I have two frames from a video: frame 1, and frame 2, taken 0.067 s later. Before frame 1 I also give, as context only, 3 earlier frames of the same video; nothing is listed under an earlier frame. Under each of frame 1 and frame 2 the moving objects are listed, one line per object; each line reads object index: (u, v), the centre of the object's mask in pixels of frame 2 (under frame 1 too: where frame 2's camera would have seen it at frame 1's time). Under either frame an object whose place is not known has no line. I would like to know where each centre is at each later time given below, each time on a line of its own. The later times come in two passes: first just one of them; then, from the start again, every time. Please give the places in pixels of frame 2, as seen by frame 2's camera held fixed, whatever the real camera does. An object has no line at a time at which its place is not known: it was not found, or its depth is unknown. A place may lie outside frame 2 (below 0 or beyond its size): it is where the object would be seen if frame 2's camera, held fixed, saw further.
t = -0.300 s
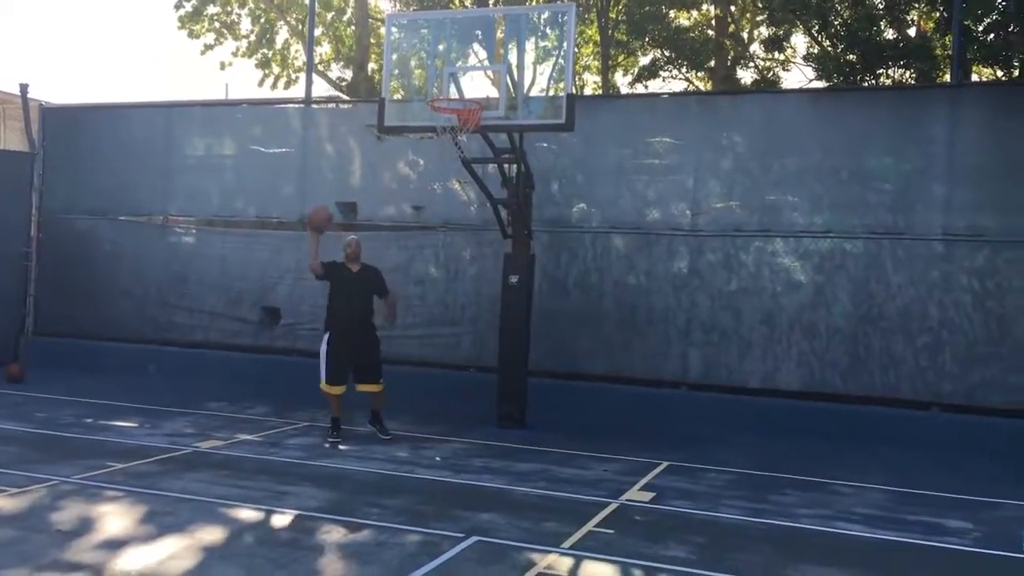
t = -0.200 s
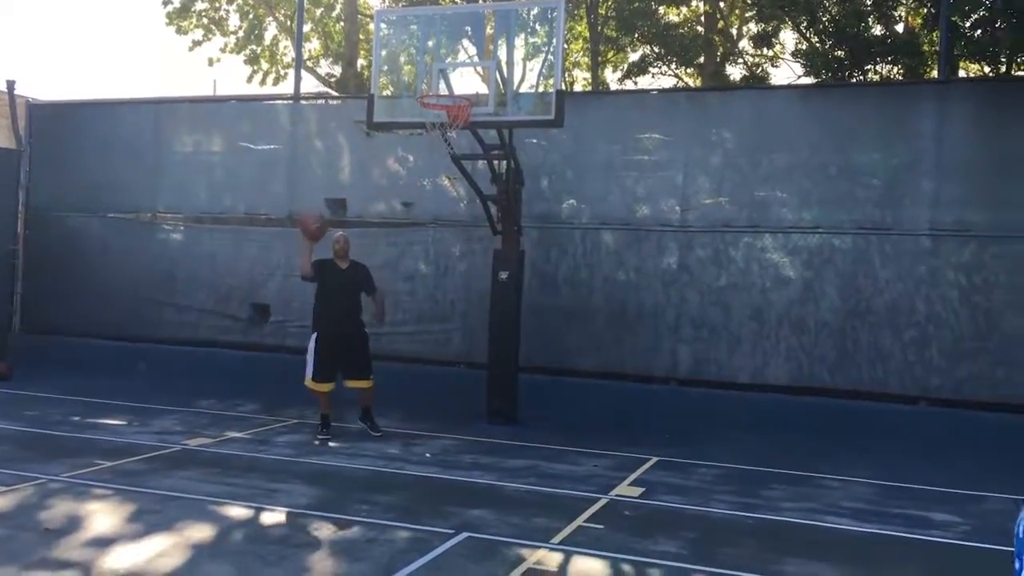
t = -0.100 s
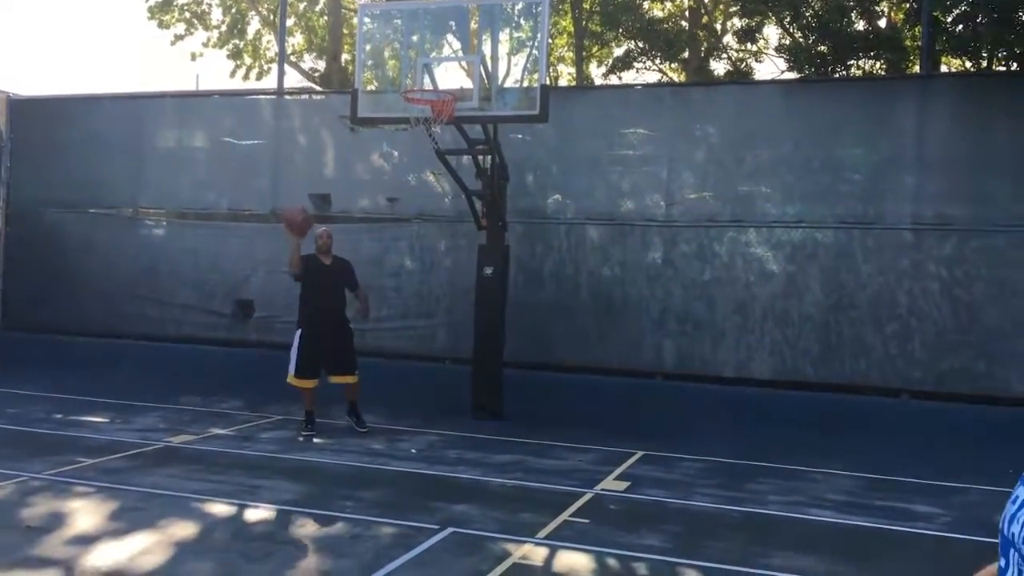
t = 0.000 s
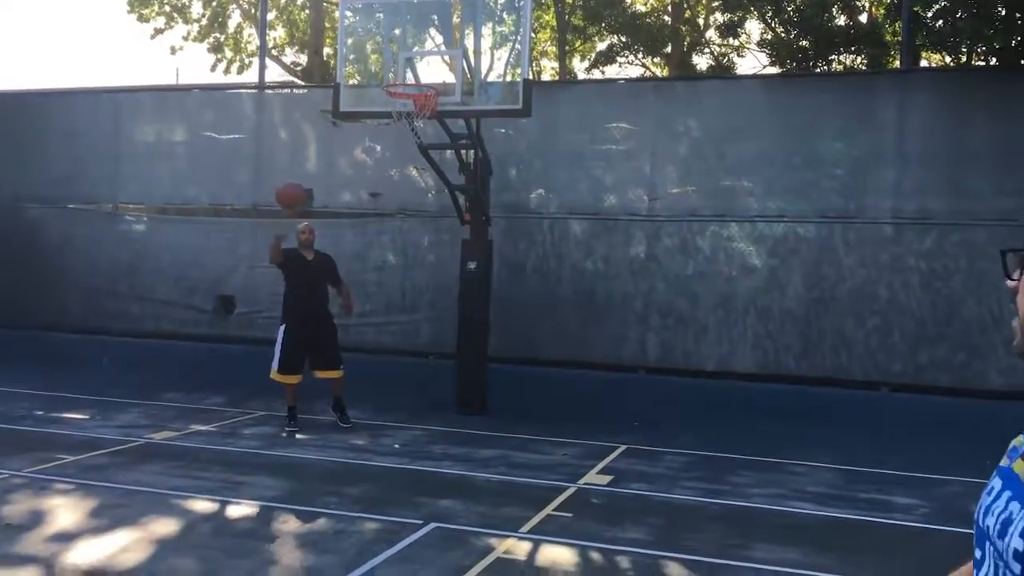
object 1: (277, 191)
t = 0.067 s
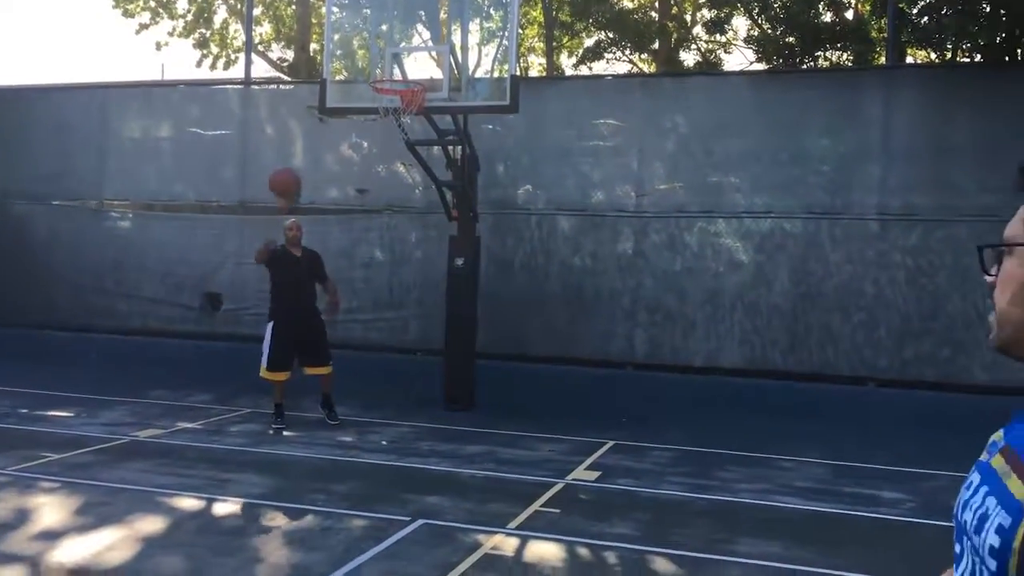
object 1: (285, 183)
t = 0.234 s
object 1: (305, 185)
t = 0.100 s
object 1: (289, 181)
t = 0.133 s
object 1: (292, 180)
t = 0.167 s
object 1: (296, 181)
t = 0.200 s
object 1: (301, 182)
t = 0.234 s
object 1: (305, 185)
